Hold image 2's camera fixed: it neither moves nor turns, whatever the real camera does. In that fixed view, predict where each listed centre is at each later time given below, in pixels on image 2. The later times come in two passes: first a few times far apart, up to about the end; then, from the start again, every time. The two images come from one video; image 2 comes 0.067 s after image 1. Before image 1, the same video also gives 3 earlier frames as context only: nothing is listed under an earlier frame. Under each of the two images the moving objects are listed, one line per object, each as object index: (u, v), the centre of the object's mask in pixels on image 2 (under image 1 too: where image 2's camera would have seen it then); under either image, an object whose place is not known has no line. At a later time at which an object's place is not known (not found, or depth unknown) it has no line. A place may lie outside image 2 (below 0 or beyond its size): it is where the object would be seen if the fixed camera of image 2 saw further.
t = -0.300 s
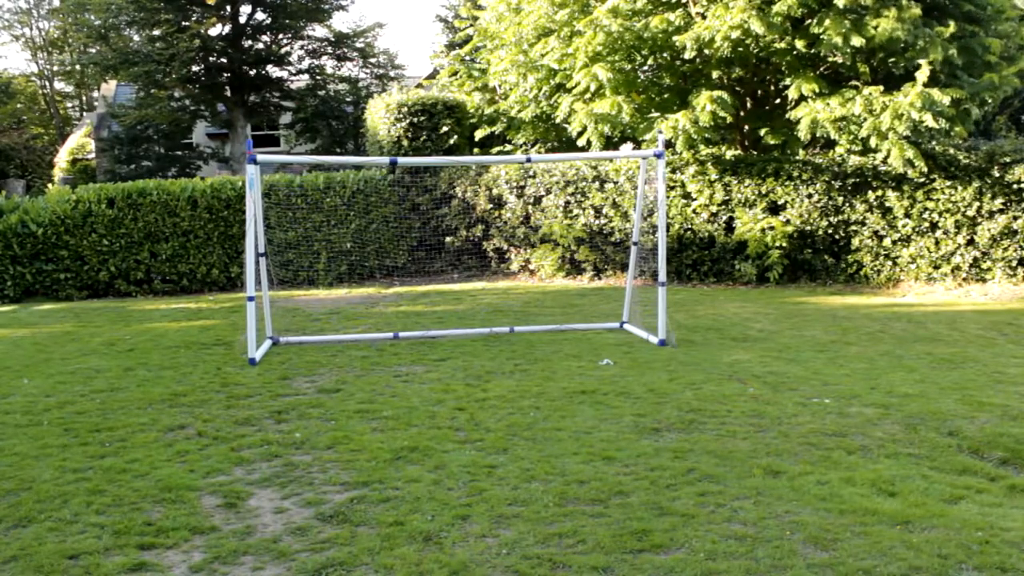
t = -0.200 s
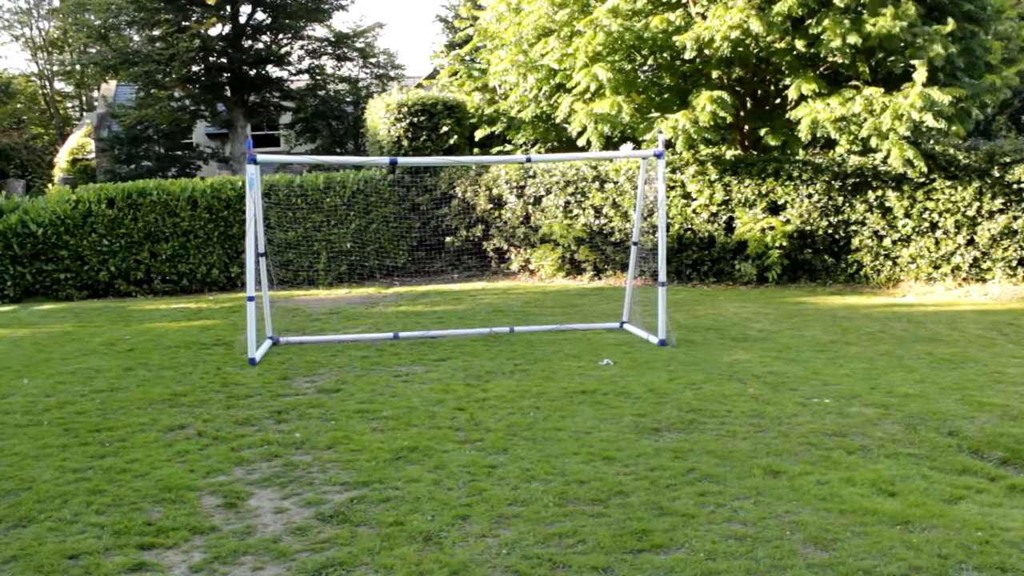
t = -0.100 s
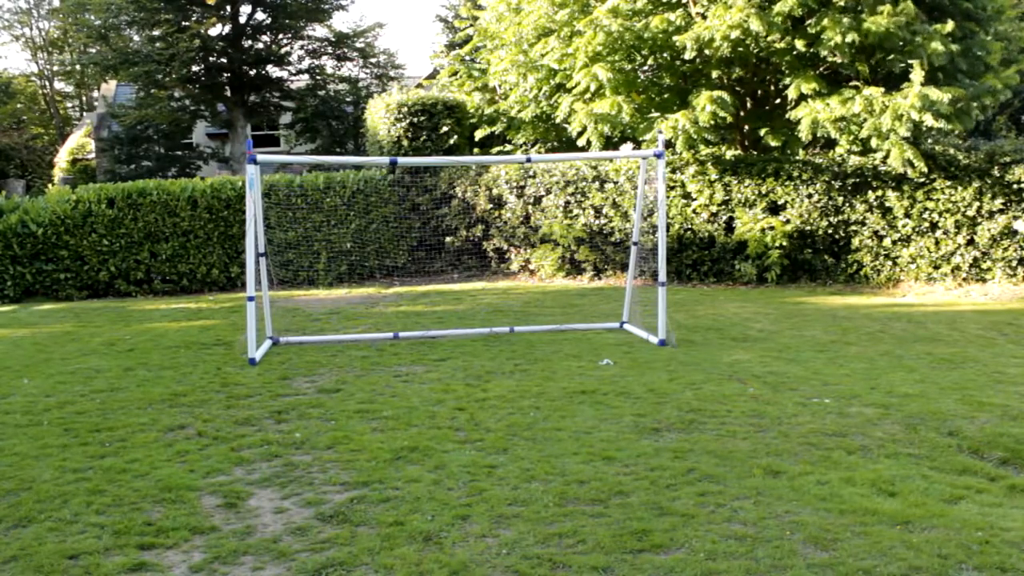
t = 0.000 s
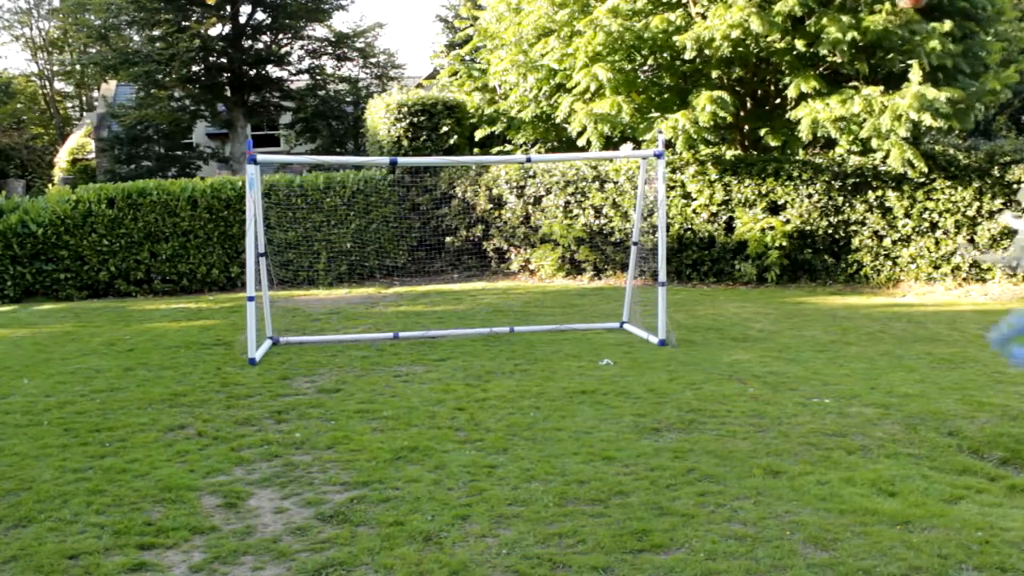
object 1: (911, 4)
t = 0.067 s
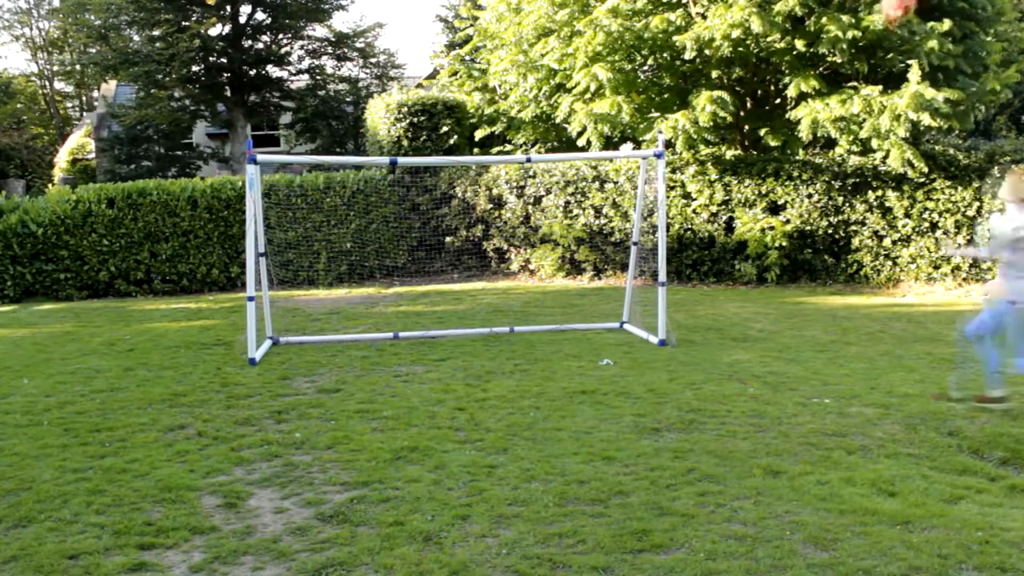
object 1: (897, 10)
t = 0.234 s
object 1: (843, 70)
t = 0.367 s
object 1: (805, 147)
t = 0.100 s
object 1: (886, 16)
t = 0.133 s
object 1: (872, 30)
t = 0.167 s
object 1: (860, 44)
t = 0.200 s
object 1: (853, 58)
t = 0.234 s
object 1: (843, 70)
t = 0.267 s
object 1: (836, 80)
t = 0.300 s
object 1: (825, 100)
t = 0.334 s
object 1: (815, 125)
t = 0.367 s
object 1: (805, 147)
